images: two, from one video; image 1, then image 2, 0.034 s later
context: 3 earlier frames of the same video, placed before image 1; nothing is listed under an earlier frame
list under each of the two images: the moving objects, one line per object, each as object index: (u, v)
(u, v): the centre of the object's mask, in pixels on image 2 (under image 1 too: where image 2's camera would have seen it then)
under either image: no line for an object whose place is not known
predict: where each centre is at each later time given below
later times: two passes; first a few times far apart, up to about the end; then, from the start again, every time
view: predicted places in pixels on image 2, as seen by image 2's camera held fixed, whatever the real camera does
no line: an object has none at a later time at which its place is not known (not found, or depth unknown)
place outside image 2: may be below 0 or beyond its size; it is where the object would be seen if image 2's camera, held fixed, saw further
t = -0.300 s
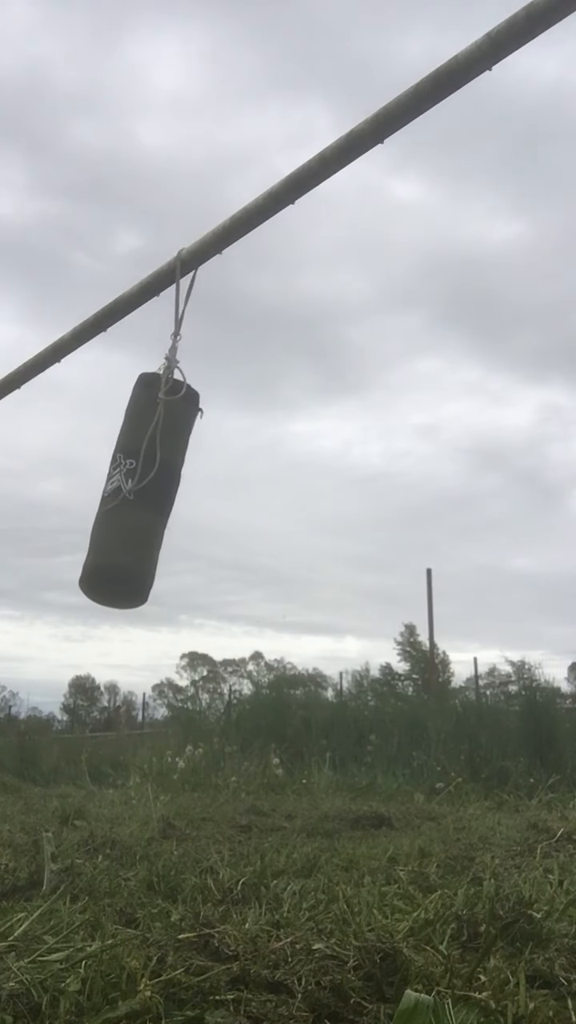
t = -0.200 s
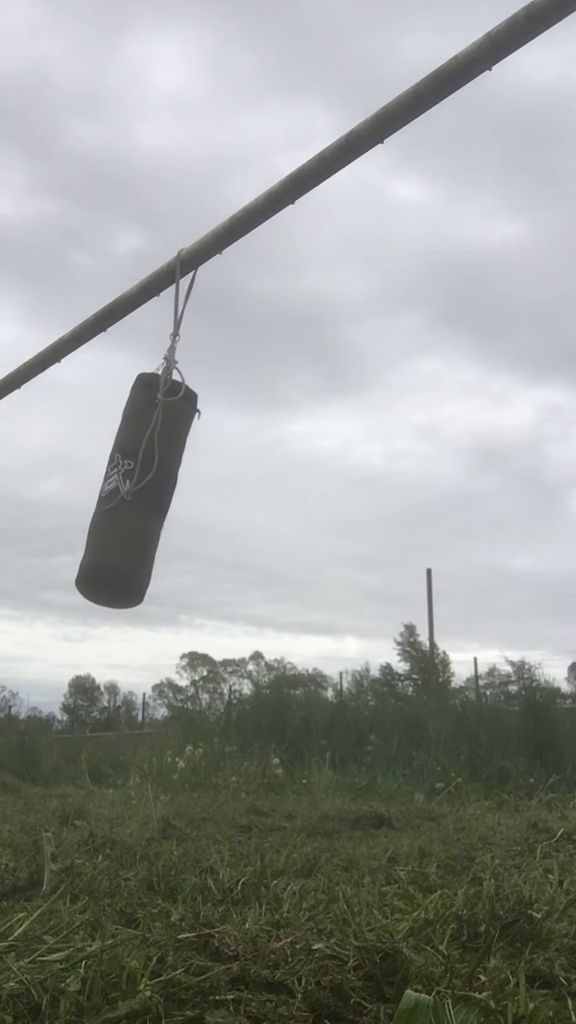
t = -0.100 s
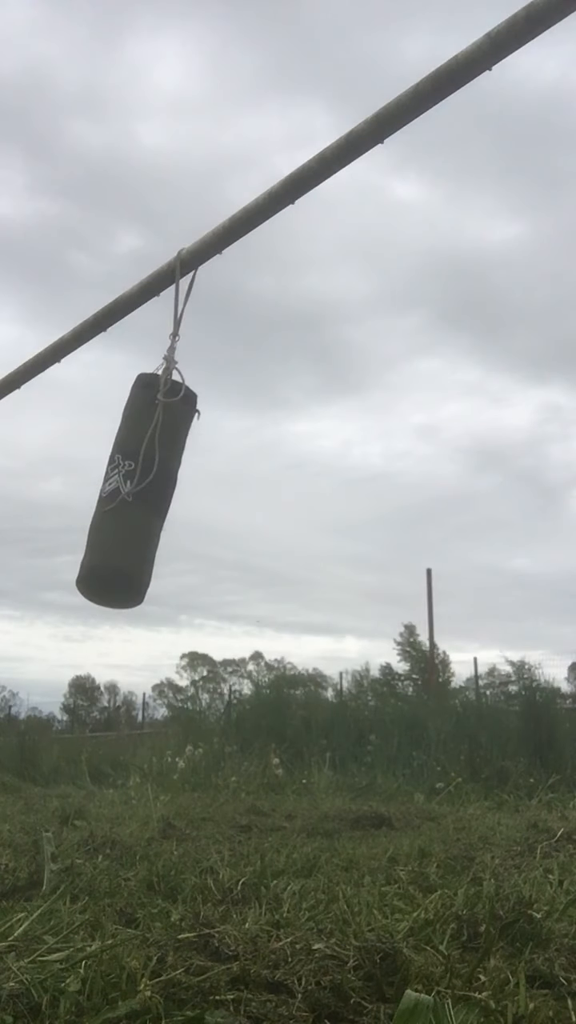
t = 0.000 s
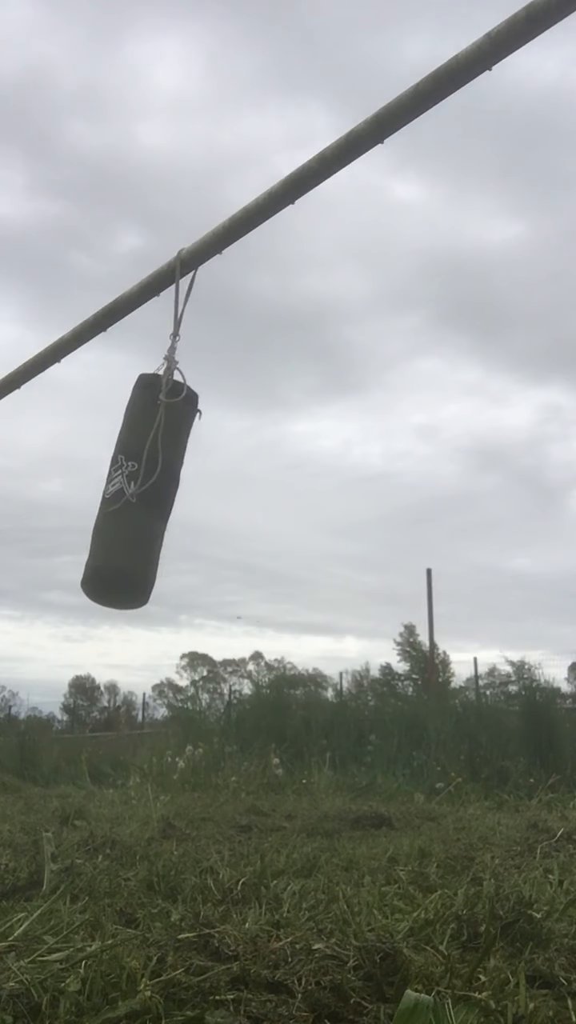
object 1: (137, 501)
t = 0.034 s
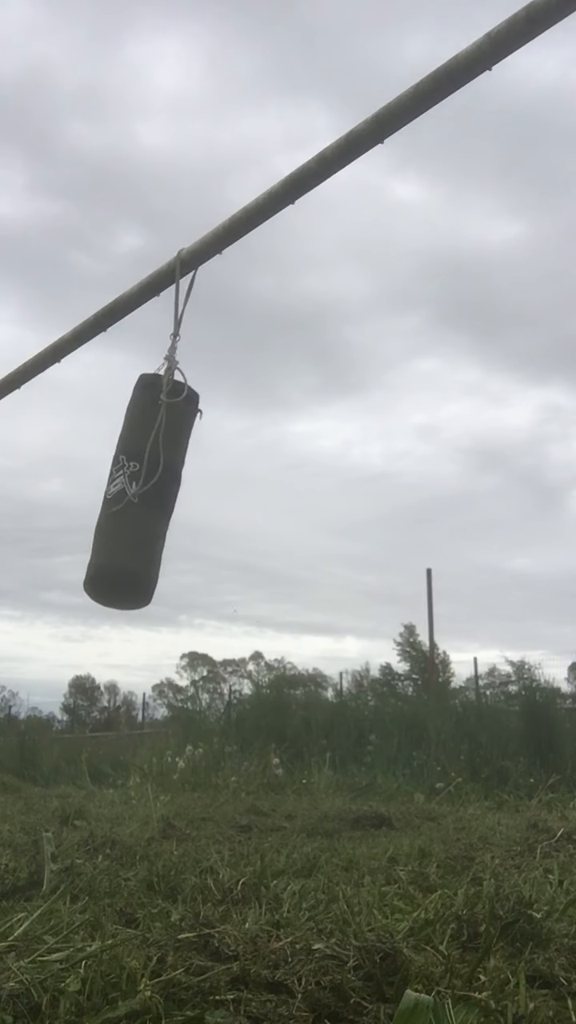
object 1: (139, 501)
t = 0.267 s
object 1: (157, 502)
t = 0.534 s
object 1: (186, 499)
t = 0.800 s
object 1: (206, 492)
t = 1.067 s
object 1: (206, 488)
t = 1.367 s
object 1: (182, 492)
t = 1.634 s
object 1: (154, 497)
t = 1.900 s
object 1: (140, 500)
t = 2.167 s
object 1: (142, 501)
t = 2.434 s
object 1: (158, 503)
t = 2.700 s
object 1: (179, 501)
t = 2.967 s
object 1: (196, 493)
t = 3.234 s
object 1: (197, 487)
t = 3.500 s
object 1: (184, 489)
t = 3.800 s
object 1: (163, 497)
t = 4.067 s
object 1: (152, 502)
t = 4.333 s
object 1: (151, 504)
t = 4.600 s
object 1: (159, 504)
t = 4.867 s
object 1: (173, 501)
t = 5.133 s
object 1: (185, 494)
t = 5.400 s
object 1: (191, 487)
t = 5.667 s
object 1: (187, 488)
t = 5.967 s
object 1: (174, 497)
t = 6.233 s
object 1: (163, 503)
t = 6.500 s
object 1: (153, 503)
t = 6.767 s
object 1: (154, 503)
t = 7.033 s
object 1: (161, 501)
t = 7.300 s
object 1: (173, 495)
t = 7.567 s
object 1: (186, 488)
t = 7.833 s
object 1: (191, 488)
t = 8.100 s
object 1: (185, 495)
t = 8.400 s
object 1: (170, 502)
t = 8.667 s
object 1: (158, 505)
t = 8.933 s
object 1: (150, 504)
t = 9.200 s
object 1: (153, 501)
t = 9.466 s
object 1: (168, 496)
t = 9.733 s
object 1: (186, 491)
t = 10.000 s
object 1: (197, 490)
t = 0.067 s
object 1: (141, 501)
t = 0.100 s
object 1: (143, 501)
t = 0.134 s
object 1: (145, 501)
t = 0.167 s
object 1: (148, 501)
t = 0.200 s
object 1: (151, 502)
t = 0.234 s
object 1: (154, 502)
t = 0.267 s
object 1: (157, 502)
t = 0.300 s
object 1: (161, 502)
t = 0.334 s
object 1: (164, 502)
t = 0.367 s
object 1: (168, 501)
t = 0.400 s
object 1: (171, 501)
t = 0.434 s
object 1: (175, 501)
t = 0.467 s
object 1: (179, 500)
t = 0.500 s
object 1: (182, 499)
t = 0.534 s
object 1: (186, 499)
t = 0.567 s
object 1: (189, 498)
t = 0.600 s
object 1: (192, 497)
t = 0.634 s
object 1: (195, 496)
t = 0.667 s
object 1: (198, 495)
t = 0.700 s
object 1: (200, 494)
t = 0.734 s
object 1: (203, 493)
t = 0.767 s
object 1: (205, 492)
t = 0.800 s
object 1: (206, 492)
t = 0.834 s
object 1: (207, 491)
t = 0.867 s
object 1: (208, 490)
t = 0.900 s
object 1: (209, 490)
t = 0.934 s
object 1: (209, 489)
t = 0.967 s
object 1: (209, 488)
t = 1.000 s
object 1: (208, 488)
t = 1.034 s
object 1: (207, 488)
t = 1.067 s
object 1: (206, 488)
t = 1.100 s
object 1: (205, 488)
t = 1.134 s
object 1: (203, 488)
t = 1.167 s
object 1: (200, 488)
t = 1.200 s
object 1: (198, 489)
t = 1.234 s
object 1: (195, 489)
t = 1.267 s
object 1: (192, 490)
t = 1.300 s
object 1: (189, 490)
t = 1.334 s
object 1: (186, 491)
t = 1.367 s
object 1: (182, 492)
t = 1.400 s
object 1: (179, 493)
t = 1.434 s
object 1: (175, 493)
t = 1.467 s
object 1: (172, 494)
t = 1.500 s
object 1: (169, 495)
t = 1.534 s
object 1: (165, 496)
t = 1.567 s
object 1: (162, 497)
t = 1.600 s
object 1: (159, 498)
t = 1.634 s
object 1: (154, 497)
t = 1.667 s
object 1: (152, 497)
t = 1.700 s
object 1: (150, 497)
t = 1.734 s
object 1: (148, 498)
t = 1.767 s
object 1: (146, 499)
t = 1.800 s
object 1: (144, 499)
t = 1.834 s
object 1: (142, 499)
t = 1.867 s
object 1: (141, 499)
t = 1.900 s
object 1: (140, 500)
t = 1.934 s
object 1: (139, 500)
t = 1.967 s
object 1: (139, 500)
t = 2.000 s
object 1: (139, 500)
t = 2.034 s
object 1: (139, 501)
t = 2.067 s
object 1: (139, 501)
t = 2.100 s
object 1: (140, 501)
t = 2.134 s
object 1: (141, 501)
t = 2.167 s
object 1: (142, 501)
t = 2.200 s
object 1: (143, 502)
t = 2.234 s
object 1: (145, 501)
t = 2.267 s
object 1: (146, 502)
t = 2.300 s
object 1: (148, 502)
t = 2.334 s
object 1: (151, 502)
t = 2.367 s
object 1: (153, 503)
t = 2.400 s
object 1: (155, 503)
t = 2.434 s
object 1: (158, 503)
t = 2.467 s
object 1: (160, 503)
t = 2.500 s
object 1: (163, 503)
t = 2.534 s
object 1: (166, 503)
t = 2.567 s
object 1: (169, 502)
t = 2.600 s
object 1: (171, 502)
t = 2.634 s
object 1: (174, 502)
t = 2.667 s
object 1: (177, 501)
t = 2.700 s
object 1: (179, 501)
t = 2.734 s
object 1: (182, 500)
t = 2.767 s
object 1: (184, 498)
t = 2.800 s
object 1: (188, 499)
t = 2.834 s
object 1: (190, 498)
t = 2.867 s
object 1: (191, 496)
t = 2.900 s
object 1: (193, 495)
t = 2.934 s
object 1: (194, 494)
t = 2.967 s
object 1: (196, 493)
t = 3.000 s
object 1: (197, 492)
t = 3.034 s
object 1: (198, 491)
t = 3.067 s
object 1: (198, 490)
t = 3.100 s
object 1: (199, 489)
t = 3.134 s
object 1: (199, 488)
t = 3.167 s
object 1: (199, 488)
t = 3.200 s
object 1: (198, 487)
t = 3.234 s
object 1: (197, 487)
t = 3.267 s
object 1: (196, 487)
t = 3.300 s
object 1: (195, 486)
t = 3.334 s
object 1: (194, 486)
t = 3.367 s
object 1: (192, 486)
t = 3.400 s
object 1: (191, 487)
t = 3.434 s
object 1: (189, 488)
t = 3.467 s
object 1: (187, 488)
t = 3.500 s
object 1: (184, 489)
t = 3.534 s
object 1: (182, 490)
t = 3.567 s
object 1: (180, 491)
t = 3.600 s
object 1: (177, 492)
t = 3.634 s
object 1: (175, 492)
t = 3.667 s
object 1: (172, 493)
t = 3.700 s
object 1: (170, 494)
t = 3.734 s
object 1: (168, 495)
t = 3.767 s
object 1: (165, 496)
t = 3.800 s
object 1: (163, 497)
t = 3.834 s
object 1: (161, 498)
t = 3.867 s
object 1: (160, 499)
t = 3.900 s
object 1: (158, 500)
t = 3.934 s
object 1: (156, 500)
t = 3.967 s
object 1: (155, 501)
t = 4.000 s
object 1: (154, 501)
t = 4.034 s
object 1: (152, 502)
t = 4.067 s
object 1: (152, 502)
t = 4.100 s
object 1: (151, 502)
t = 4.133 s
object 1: (150, 502)
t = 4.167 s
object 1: (150, 503)
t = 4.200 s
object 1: (150, 503)
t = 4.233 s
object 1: (150, 503)
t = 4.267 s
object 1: (150, 504)
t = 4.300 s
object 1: (150, 504)
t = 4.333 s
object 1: (151, 504)
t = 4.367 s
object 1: (153, 504)
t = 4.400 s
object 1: (153, 504)
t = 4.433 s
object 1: (154, 505)
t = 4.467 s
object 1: (154, 505)
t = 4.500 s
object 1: (156, 504)
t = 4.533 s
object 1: (157, 504)
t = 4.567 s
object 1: (158, 504)
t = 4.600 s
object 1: (159, 504)
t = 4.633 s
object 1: (161, 504)
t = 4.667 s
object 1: (162, 504)
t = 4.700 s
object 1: (164, 504)
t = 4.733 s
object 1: (166, 503)
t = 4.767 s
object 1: (167, 503)
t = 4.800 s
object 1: (169, 503)
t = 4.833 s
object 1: (171, 502)
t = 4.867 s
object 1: (173, 501)
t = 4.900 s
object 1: (174, 501)
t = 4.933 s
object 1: (176, 500)
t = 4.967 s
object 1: (178, 499)
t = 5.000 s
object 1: (179, 498)
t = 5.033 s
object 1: (181, 497)
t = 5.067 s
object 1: (182, 496)
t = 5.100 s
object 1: (184, 495)
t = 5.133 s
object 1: (185, 494)
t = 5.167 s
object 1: (186, 493)
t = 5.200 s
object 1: (187, 492)
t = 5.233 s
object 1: (188, 491)
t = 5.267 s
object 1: (189, 490)
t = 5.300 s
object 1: (190, 489)
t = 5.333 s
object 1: (190, 488)
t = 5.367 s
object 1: (190, 487)
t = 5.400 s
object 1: (191, 487)
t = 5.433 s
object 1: (191, 486)
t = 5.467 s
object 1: (190, 486)
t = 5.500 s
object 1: (190, 486)
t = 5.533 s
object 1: (190, 486)
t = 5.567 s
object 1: (189, 486)
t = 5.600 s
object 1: (188, 486)
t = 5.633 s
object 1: (188, 487)
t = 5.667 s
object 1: (187, 488)
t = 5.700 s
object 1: (186, 488)
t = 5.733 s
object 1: (184, 489)
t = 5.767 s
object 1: (183, 490)
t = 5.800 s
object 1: (182, 491)
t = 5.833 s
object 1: (180, 492)
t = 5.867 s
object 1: (179, 494)
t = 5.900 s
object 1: (177, 495)
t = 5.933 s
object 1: (176, 496)
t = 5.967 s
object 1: (174, 497)
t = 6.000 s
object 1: (173, 498)
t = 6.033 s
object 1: (171, 499)
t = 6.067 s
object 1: (170, 500)
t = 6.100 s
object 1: (168, 500)
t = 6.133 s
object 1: (167, 501)
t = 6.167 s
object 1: (165, 502)
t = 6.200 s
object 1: (164, 502)
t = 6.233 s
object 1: (163, 503)
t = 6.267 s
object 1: (161, 503)
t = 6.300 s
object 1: (160, 503)
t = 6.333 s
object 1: (159, 504)
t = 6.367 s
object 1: (158, 505)
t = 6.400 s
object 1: (158, 505)
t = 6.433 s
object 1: (158, 506)
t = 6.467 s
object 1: (154, 503)
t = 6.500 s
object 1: (153, 503)
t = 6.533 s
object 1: (153, 506)
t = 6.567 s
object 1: (153, 503)
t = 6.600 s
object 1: (153, 506)
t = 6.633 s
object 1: (153, 504)
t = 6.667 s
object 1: (153, 504)
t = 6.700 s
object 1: (153, 503)
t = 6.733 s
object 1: (154, 503)
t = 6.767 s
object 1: (154, 503)
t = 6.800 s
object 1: (154, 503)
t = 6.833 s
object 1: (155, 503)
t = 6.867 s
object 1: (156, 502)
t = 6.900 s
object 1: (156, 502)
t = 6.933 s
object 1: (159, 504)
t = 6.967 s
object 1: (160, 503)
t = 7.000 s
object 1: (160, 503)
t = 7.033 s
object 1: (161, 501)
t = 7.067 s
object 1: (163, 501)
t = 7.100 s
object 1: (164, 500)
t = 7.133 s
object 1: (165, 500)
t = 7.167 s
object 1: (167, 499)
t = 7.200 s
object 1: (168, 498)
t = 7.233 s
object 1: (170, 497)
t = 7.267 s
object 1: (172, 496)
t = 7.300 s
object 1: (173, 495)
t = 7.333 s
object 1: (175, 494)
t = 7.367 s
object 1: (177, 493)
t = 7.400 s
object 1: (178, 492)
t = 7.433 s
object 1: (180, 491)
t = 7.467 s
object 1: (181, 490)
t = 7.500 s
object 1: (183, 489)
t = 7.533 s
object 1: (184, 489)
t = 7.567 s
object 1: (186, 488)
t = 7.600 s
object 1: (187, 488)
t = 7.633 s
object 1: (188, 487)
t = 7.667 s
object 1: (189, 487)
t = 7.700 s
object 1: (189, 487)
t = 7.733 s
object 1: (190, 487)
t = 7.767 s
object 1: (190, 488)
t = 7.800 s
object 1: (191, 488)
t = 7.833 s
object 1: (191, 488)
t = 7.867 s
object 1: (191, 489)
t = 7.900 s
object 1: (190, 490)
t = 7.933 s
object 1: (190, 491)
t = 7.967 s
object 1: (189, 491)
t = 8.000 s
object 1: (189, 492)
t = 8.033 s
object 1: (188, 493)
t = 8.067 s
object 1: (187, 494)
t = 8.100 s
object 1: (185, 495)
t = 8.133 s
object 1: (184, 496)
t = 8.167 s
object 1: (183, 497)
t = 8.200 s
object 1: (181, 498)
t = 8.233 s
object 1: (179, 499)
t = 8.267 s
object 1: (178, 500)
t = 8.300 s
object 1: (176, 501)
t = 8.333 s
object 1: (174, 501)
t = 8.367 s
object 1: (172, 502)
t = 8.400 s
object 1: (170, 502)
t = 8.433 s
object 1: (168, 503)
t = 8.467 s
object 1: (166, 503)
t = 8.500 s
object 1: (165, 503)
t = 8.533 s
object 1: (163, 504)
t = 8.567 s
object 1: (162, 505)
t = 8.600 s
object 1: (161, 505)
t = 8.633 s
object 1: (159, 505)
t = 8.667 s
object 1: (158, 505)
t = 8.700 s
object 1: (155, 506)
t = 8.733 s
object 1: (154, 506)
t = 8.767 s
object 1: (153, 506)
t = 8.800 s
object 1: (153, 504)
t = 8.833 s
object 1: (152, 504)
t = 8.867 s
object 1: (151, 505)
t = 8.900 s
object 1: (150, 504)
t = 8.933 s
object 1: (150, 504)
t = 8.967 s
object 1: (150, 504)
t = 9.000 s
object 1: (149, 503)
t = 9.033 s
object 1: (150, 503)
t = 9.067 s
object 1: (150, 502)
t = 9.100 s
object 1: (151, 502)
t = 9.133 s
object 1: (151, 502)
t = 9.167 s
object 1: (152, 501)
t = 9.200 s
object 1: (153, 501)
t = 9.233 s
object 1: (155, 500)
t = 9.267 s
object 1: (156, 500)
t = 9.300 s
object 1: (158, 500)
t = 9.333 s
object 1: (160, 499)
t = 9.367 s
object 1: (162, 498)
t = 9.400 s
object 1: (164, 497)
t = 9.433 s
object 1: (166, 497)
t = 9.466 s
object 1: (168, 496)
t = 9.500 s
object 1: (170, 496)
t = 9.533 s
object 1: (172, 495)
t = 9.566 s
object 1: (175, 494)
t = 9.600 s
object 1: (177, 493)
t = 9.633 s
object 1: (180, 493)
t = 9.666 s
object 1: (182, 492)
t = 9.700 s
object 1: (184, 491)
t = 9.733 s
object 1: (186, 491)
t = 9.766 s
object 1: (188, 490)
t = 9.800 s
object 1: (190, 490)
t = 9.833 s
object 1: (192, 490)
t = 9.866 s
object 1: (193, 490)
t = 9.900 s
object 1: (195, 489)
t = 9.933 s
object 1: (196, 489)
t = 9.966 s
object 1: (197, 489)
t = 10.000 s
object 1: (197, 490)
